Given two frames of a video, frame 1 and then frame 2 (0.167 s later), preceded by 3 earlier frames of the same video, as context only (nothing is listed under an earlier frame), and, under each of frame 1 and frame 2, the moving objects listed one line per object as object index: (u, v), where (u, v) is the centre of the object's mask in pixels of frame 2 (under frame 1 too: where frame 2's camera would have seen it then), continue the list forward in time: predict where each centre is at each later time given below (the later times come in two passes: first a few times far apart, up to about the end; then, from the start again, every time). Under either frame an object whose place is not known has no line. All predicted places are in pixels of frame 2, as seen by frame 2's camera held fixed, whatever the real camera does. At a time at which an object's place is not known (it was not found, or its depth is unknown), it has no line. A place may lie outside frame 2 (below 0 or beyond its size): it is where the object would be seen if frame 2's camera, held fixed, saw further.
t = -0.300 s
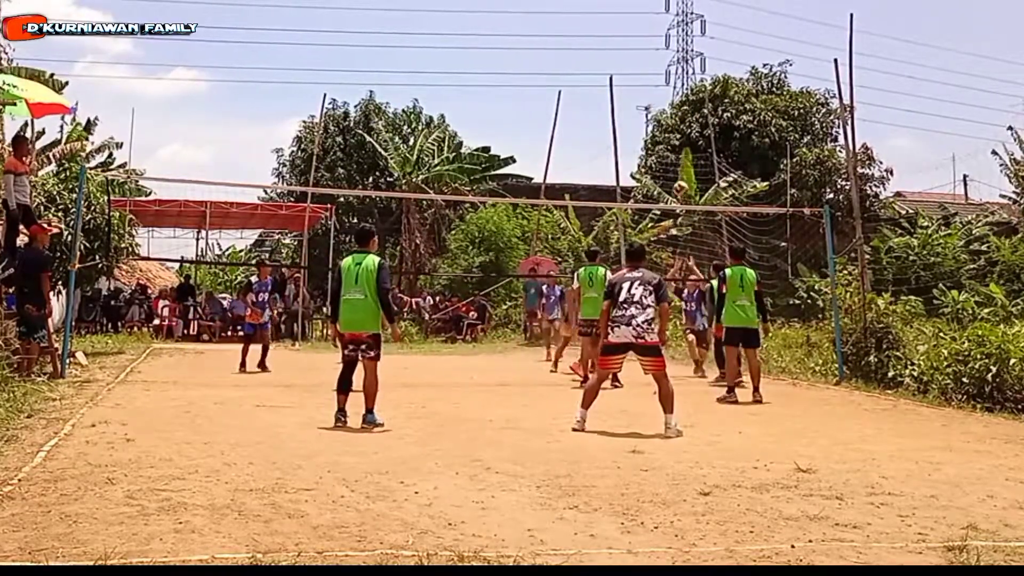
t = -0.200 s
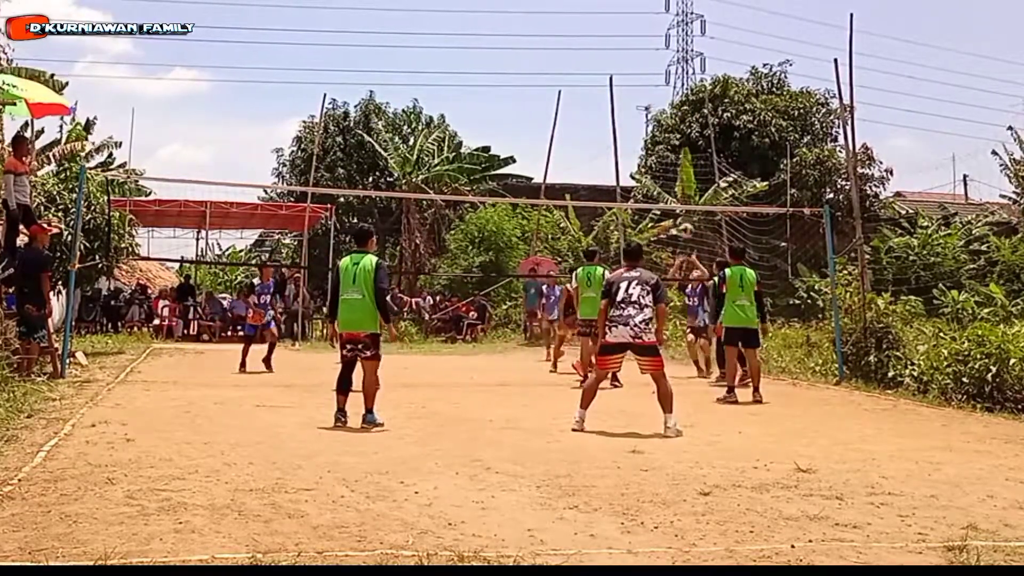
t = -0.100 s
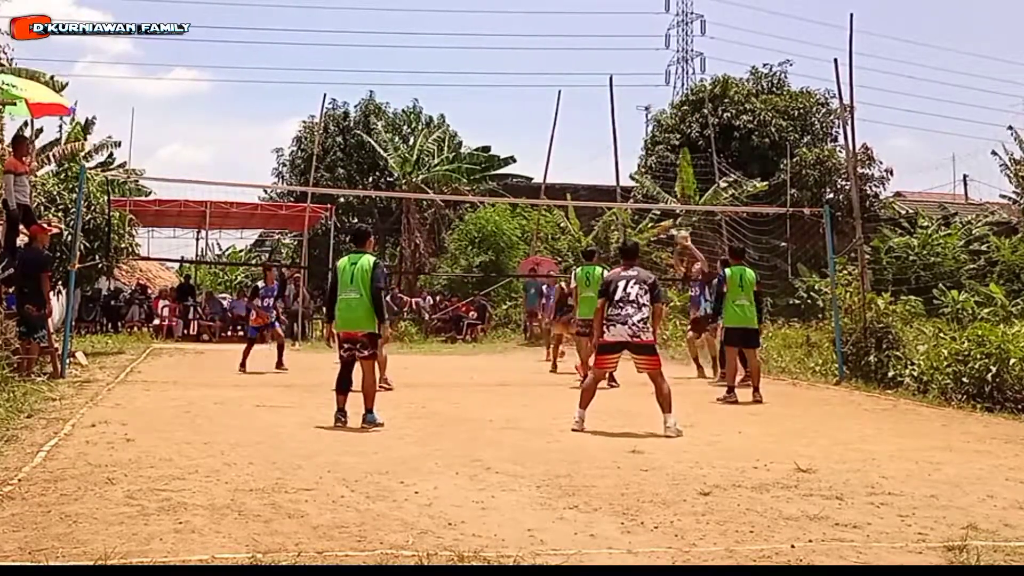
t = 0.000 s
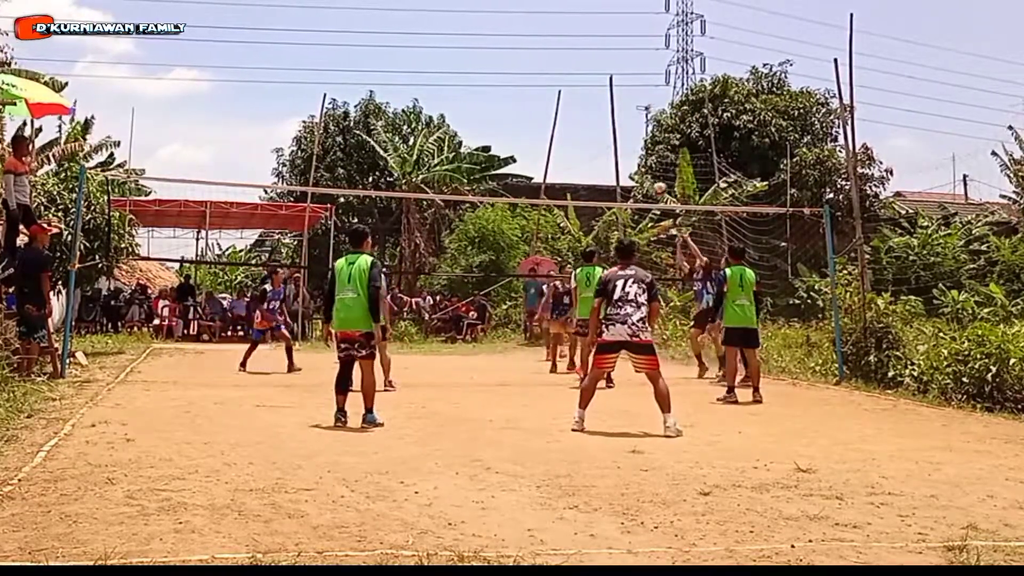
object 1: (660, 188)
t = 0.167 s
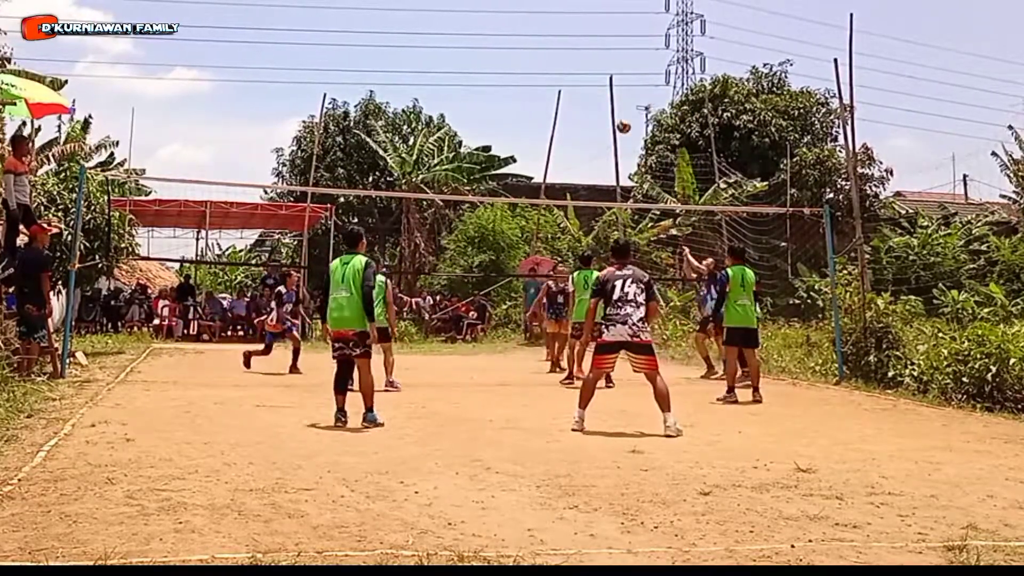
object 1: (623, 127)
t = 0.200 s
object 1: (616, 117)
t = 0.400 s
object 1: (575, 73)
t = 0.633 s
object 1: (530, 55)
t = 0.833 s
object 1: (493, 68)
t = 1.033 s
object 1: (458, 107)
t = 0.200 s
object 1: (616, 117)
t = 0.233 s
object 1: (609, 108)
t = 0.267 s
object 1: (602, 99)
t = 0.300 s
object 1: (596, 91)
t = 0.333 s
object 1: (589, 85)
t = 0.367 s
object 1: (582, 79)
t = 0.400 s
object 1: (575, 73)
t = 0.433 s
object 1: (569, 68)
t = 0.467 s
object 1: (562, 64)
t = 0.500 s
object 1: (556, 61)
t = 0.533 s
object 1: (549, 59)
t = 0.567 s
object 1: (543, 57)
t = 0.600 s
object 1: (536, 56)
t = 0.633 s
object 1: (530, 55)
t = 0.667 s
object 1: (524, 55)
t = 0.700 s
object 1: (517, 57)
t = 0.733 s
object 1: (511, 59)
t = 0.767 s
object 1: (505, 62)
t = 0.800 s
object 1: (499, 65)
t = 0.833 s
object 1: (493, 68)
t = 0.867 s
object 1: (487, 73)
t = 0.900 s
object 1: (481, 79)
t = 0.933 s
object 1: (475, 84)
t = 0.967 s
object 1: (470, 91)
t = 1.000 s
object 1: (464, 99)
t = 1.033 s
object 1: (458, 107)
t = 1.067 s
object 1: (452, 115)
